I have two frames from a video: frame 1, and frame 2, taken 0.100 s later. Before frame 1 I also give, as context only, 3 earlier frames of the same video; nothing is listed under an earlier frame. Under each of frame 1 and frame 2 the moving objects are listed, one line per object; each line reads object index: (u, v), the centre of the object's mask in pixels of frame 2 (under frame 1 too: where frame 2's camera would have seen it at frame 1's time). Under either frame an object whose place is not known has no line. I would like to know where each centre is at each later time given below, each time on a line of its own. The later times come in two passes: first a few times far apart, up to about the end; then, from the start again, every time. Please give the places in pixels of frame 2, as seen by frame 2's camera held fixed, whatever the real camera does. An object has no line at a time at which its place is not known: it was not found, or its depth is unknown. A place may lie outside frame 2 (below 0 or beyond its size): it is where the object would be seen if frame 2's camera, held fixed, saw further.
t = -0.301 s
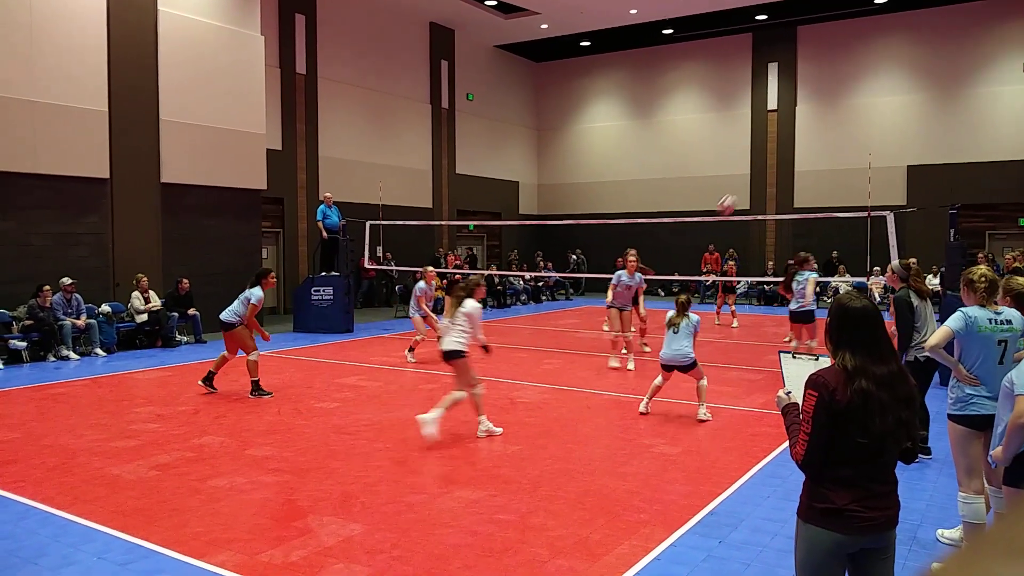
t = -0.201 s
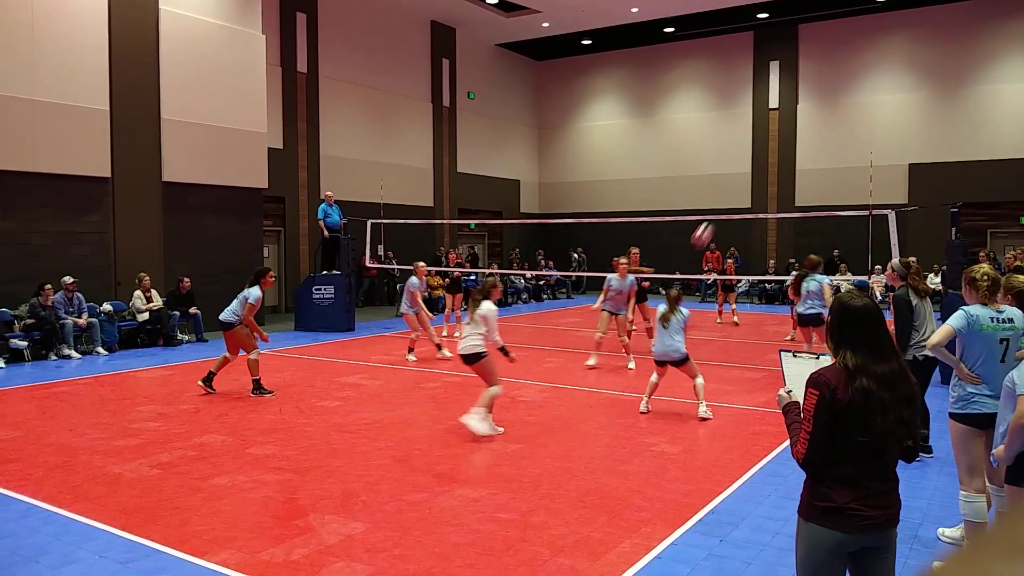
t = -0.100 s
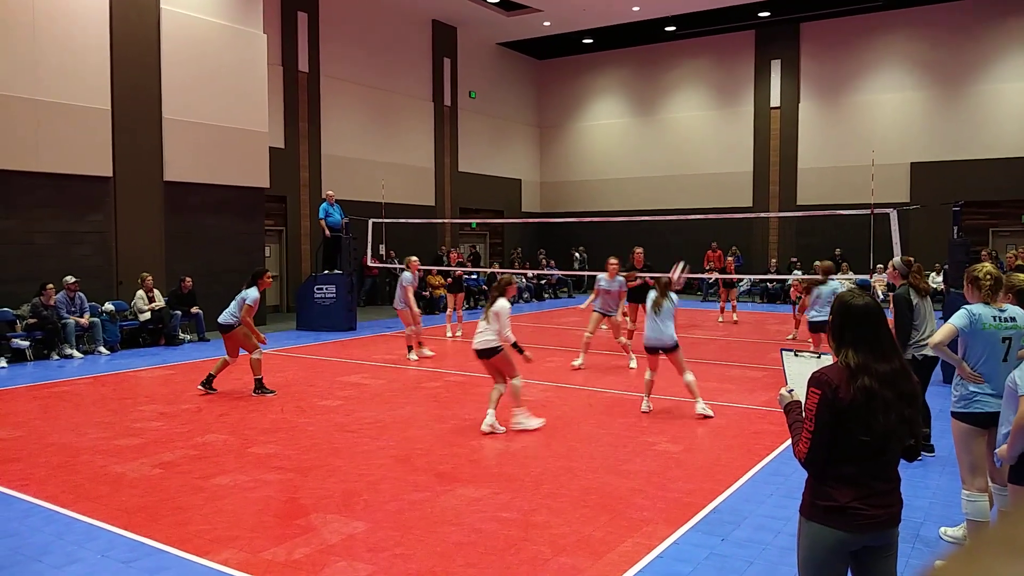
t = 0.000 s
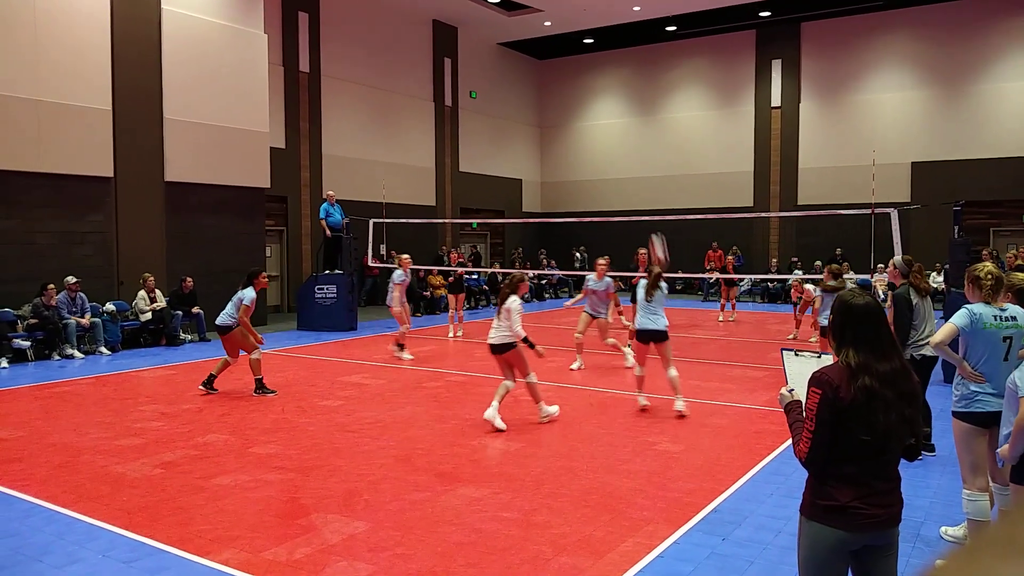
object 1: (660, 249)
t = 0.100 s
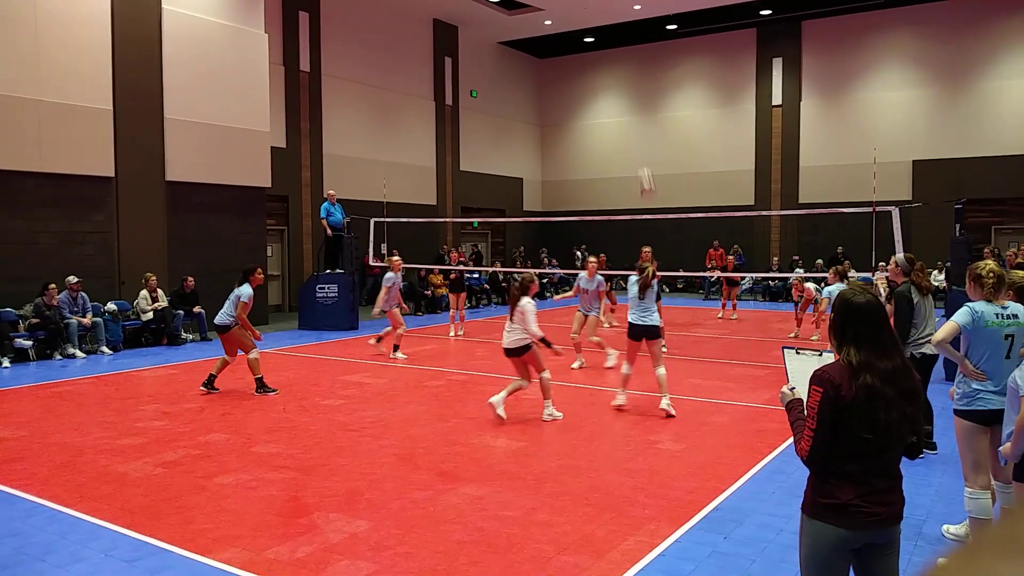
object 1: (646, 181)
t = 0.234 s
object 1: (628, 112)
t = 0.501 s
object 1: (598, 25)
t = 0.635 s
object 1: (584, 5)
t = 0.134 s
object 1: (641, 163)
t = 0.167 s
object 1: (637, 146)
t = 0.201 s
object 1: (633, 128)
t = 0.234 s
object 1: (628, 112)
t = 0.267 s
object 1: (624, 97)
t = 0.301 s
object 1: (620, 83)
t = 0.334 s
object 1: (616, 71)
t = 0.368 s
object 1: (613, 60)
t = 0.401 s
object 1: (609, 49)
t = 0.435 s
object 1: (605, 41)
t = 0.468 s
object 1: (601, 32)
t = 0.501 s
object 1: (598, 25)
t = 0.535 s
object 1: (593, 17)
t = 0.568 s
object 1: (590, 11)
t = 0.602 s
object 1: (587, 8)
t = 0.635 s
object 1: (584, 5)
